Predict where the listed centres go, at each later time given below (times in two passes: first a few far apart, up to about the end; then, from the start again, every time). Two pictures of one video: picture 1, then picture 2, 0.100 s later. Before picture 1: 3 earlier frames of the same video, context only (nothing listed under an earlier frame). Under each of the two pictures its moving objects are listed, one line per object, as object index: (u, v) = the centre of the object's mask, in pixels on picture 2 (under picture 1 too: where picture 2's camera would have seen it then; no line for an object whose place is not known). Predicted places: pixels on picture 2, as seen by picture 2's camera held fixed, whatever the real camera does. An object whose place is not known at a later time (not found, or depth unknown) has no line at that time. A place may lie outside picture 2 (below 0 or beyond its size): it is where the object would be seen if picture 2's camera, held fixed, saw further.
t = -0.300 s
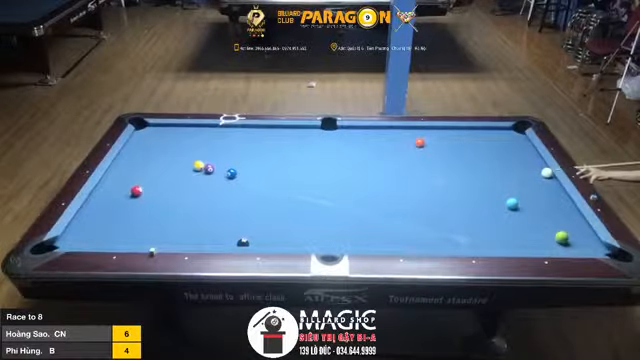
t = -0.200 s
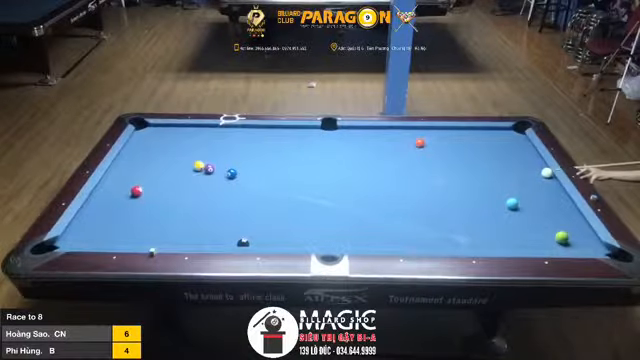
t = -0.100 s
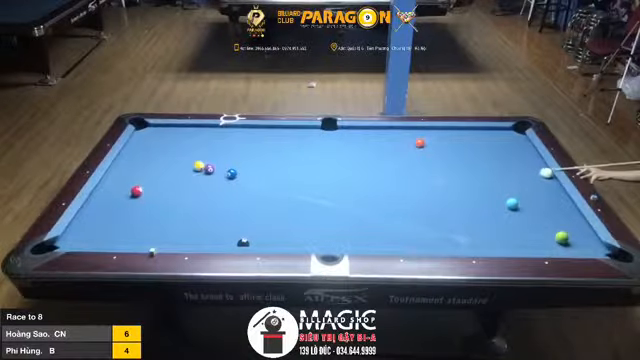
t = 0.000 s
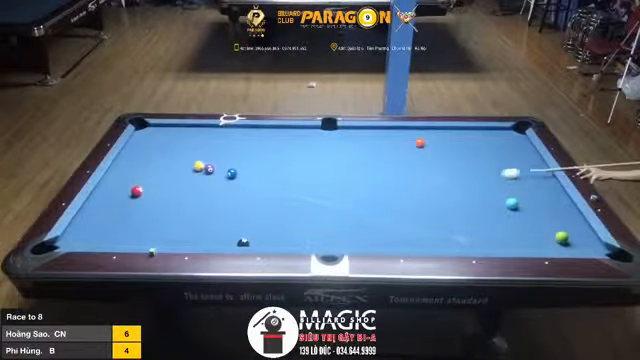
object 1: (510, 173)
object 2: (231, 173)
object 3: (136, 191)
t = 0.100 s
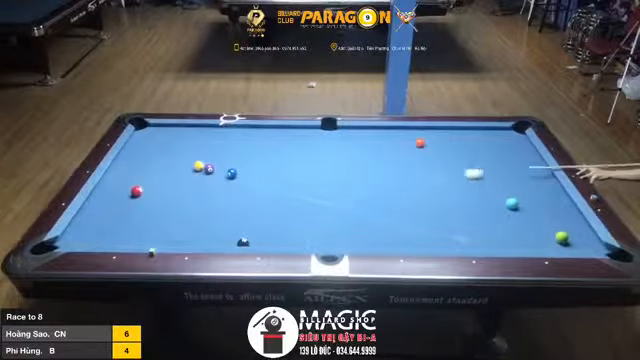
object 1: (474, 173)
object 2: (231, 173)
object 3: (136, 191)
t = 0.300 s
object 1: (399, 175)
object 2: (231, 173)
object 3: (136, 191)
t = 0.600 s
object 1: (288, 177)
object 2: (231, 174)
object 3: (136, 191)
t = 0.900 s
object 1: (183, 187)
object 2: (225, 166)
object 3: (136, 191)
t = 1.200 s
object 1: (93, 217)
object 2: (217, 155)
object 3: (114, 181)
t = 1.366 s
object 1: (80, 236)
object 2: (211, 148)
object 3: (111, 177)
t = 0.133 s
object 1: (461, 174)
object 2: (231, 173)
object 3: (136, 191)
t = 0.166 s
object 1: (448, 174)
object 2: (231, 174)
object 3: (136, 191)
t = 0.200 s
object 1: (436, 174)
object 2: (231, 174)
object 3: (136, 191)
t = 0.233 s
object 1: (423, 174)
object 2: (231, 174)
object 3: (136, 191)
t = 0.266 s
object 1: (411, 174)
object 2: (231, 174)
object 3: (136, 191)
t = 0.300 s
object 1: (399, 175)
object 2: (231, 173)
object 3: (136, 191)
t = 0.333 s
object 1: (388, 175)
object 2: (231, 174)
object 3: (136, 191)
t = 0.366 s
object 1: (373, 175)
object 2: (231, 174)
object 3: (136, 191)
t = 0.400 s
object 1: (361, 175)
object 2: (231, 174)
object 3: (136, 191)
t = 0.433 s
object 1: (349, 176)
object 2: (231, 173)
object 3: (136, 191)
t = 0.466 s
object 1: (337, 176)
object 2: (231, 173)
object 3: (136, 191)
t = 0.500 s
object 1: (326, 176)
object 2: (231, 174)
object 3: (136, 191)
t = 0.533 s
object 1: (312, 177)
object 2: (231, 174)
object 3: (136, 191)
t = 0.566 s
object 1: (300, 177)
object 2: (231, 174)
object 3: (136, 191)
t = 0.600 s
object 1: (288, 177)
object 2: (231, 174)
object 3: (136, 191)
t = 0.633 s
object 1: (275, 177)
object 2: (231, 174)
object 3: (136, 191)
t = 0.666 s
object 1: (264, 177)
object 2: (231, 174)
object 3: (136, 191)
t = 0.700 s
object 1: (250, 178)
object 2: (231, 174)
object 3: (136, 191)
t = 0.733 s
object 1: (240, 178)
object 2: (230, 173)
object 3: (136, 191)
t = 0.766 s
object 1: (228, 180)
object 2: (231, 171)
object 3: (136, 191)
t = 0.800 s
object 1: (216, 182)
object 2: (229, 170)
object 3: (136, 191)
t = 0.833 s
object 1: (205, 183)
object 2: (227, 168)
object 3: (136, 191)
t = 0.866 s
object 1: (194, 185)
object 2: (227, 167)
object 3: (136, 191)
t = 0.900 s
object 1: (183, 187)
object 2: (225, 166)
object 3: (136, 191)
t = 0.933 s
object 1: (170, 189)
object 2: (224, 165)
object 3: (136, 191)
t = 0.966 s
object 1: (158, 192)
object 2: (223, 164)
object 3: (136, 191)
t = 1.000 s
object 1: (146, 194)
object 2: (222, 161)
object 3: (134, 191)
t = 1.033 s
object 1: (137, 198)
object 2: (222, 161)
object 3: (132, 189)
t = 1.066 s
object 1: (130, 201)
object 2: (220, 159)
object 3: (131, 188)
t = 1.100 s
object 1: (120, 206)
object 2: (220, 159)
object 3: (125, 185)
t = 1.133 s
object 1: (112, 210)
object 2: (220, 158)
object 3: (120, 184)
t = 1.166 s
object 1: (103, 214)
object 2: (217, 156)
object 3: (117, 183)
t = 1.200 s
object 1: (93, 217)
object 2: (217, 155)
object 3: (114, 181)
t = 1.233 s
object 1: (83, 222)
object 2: (216, 154)
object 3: (111, 180)
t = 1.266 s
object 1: (74, 226)
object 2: (214, 151)
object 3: (108, 180)
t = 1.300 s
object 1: (74, 230)
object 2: (213, 151)
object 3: (105, 179)
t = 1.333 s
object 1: (77, 233)
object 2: (213, 150)
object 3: (109, 177)
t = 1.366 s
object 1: (80, 236)
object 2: (211, 148)
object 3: (111, 177)
